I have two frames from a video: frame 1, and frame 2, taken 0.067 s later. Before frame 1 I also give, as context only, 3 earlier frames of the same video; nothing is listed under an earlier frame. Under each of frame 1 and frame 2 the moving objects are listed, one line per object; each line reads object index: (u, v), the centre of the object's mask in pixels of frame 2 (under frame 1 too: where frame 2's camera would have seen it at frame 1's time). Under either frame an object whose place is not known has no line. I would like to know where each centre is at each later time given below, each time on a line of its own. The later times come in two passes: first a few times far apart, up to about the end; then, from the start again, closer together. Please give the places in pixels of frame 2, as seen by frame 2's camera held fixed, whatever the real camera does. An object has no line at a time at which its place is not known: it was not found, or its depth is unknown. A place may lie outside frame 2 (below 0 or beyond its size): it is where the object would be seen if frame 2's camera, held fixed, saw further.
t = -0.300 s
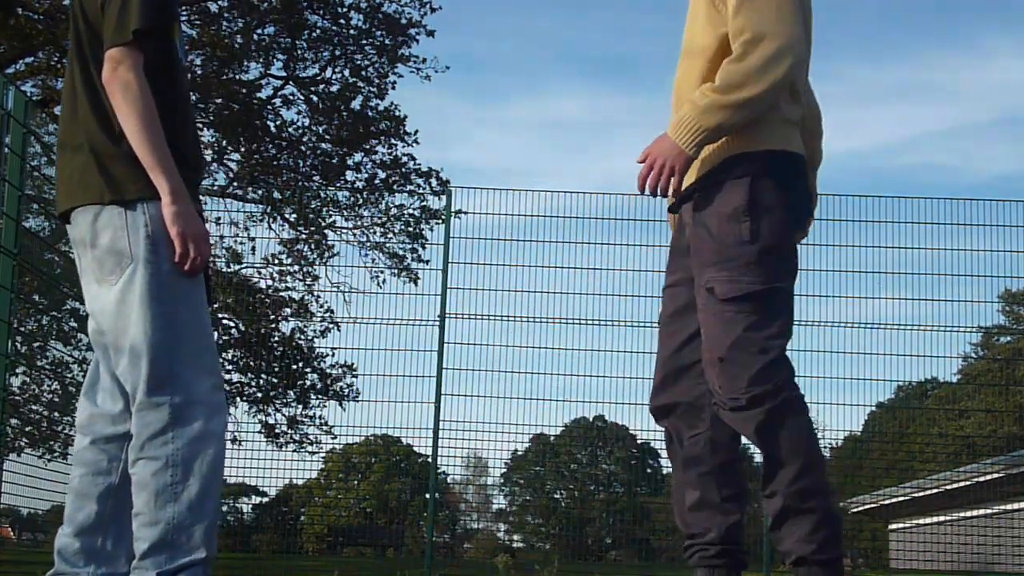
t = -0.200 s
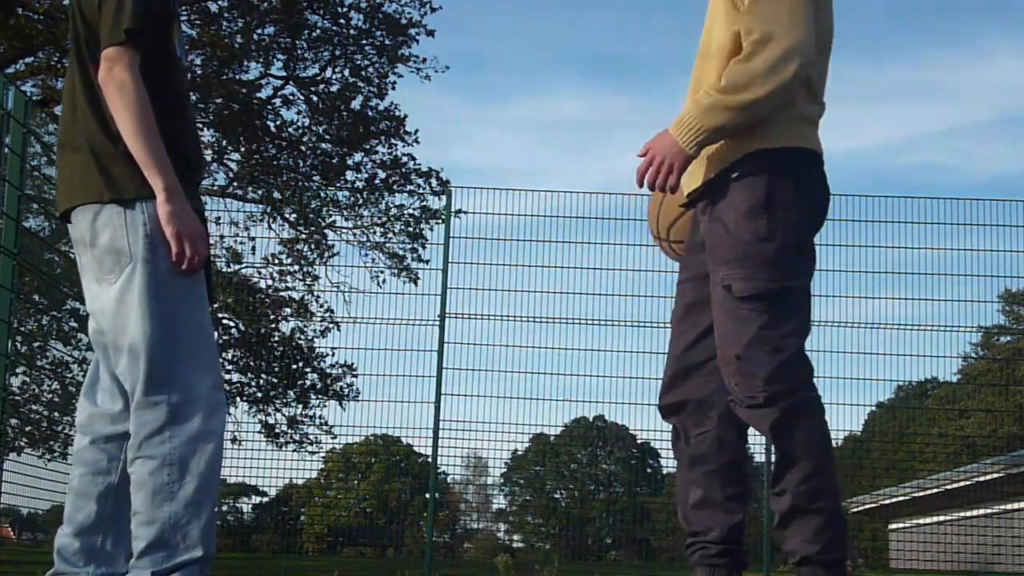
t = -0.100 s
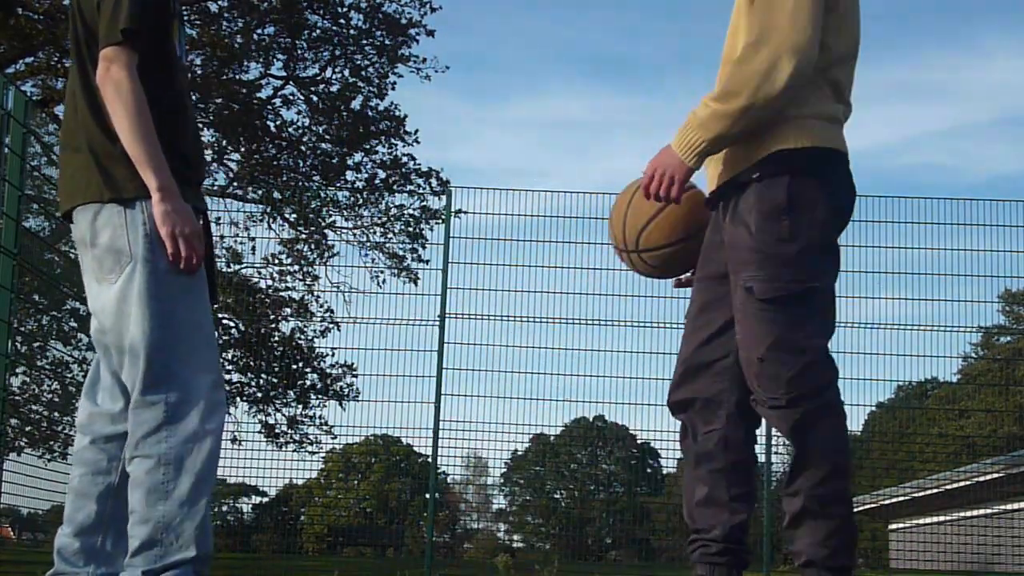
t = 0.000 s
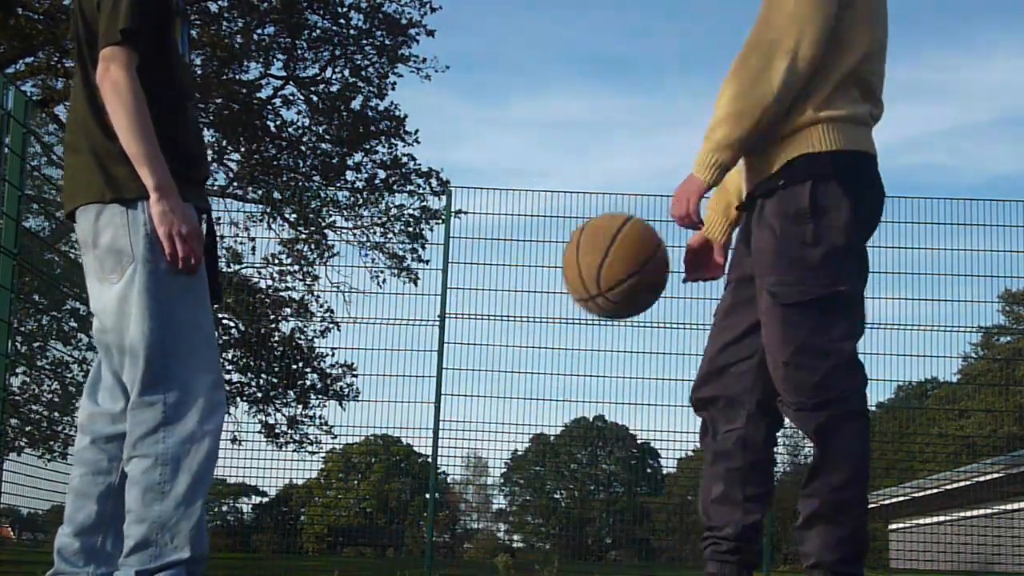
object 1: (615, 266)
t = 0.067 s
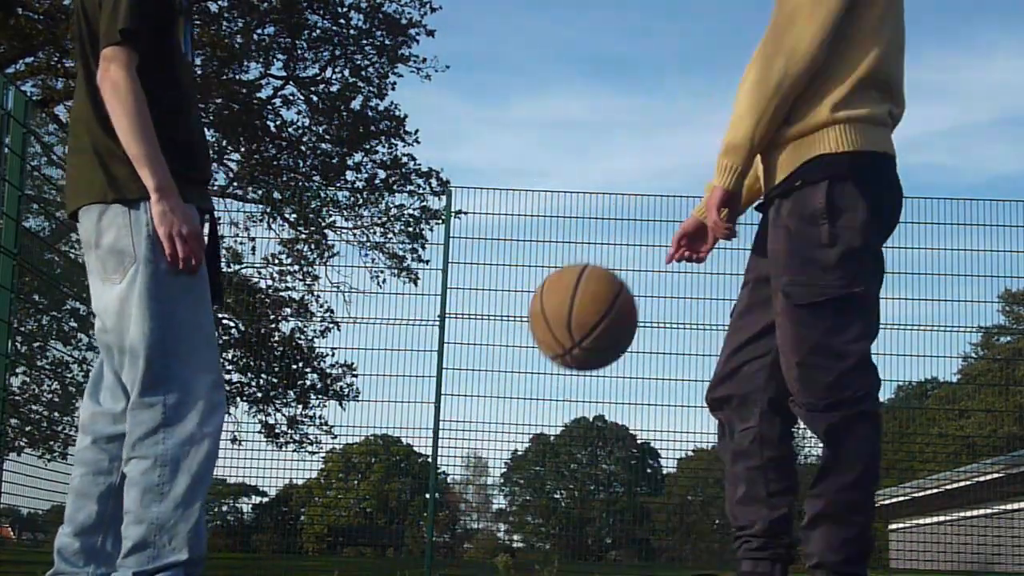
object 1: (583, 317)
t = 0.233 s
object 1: (496, 533)
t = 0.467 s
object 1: (395, 366)
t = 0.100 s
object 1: (566, 350)
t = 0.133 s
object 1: (550, 389)
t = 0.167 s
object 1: (532, 434)
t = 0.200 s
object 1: (514, 485)
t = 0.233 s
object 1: (496, 533)
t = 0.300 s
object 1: (466, 533)
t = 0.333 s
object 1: (451, 494)
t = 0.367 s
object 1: (437, 453)
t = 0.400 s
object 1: (423, 419)
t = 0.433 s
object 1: (410, 390)
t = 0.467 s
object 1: (395, 366)
